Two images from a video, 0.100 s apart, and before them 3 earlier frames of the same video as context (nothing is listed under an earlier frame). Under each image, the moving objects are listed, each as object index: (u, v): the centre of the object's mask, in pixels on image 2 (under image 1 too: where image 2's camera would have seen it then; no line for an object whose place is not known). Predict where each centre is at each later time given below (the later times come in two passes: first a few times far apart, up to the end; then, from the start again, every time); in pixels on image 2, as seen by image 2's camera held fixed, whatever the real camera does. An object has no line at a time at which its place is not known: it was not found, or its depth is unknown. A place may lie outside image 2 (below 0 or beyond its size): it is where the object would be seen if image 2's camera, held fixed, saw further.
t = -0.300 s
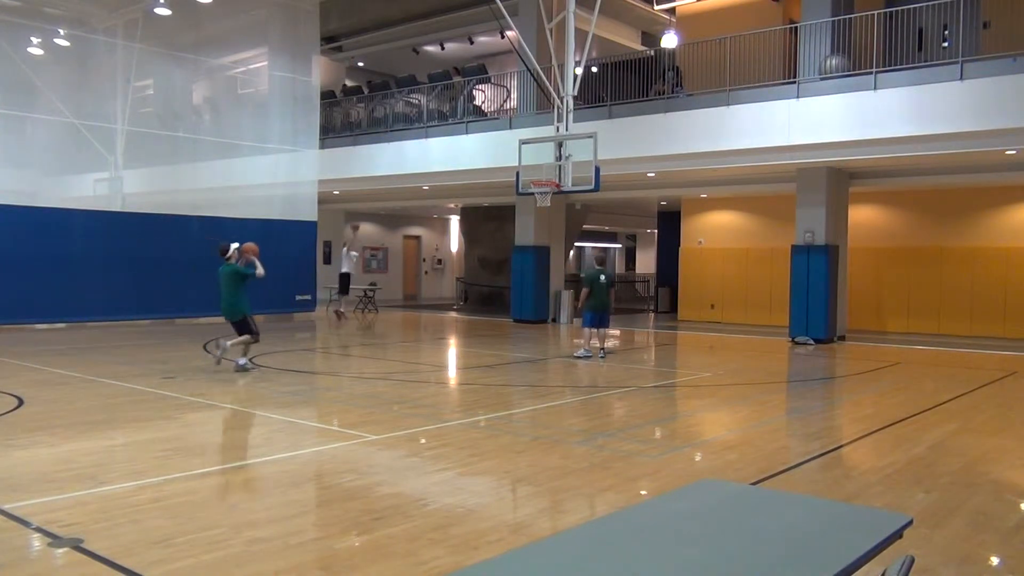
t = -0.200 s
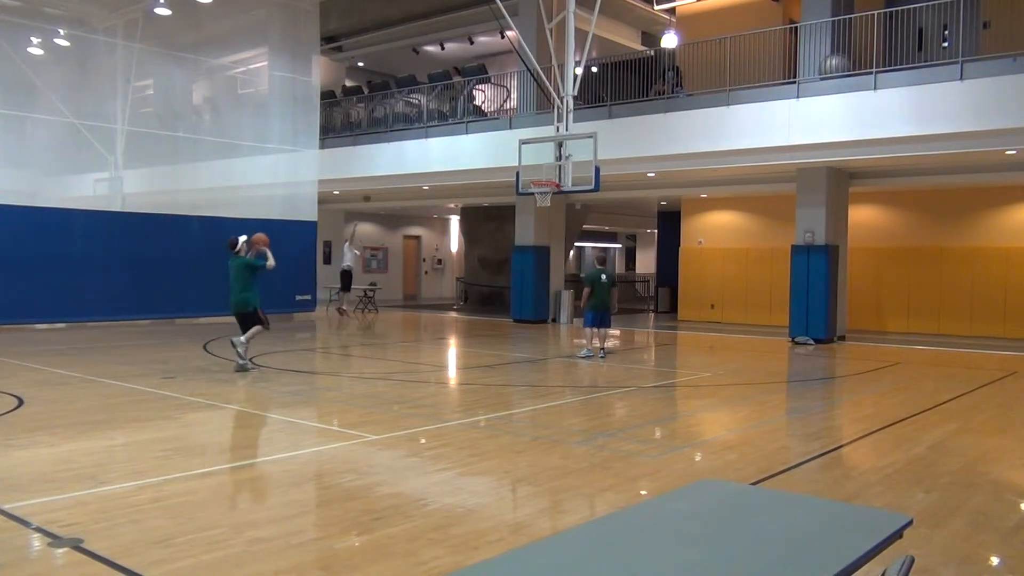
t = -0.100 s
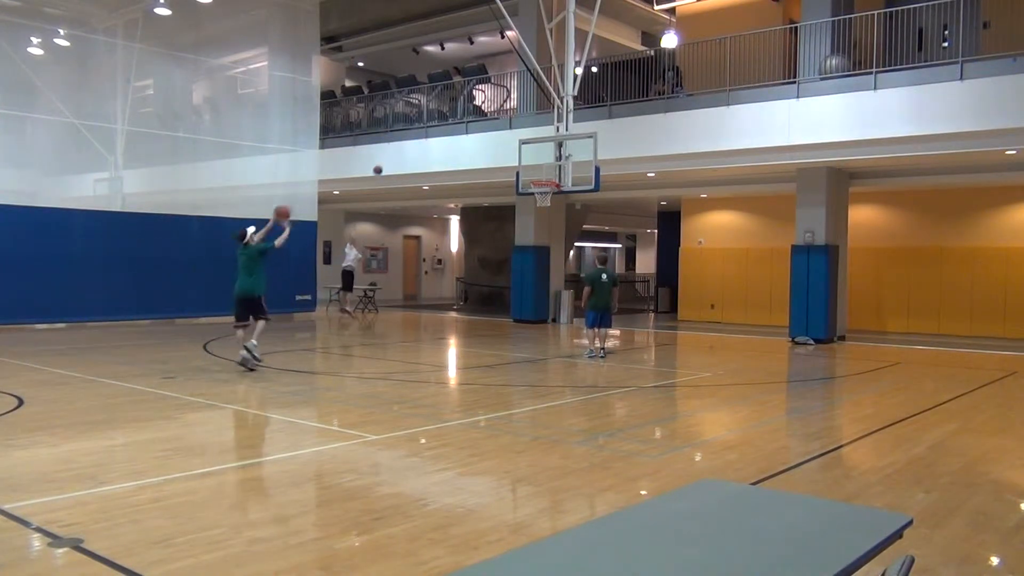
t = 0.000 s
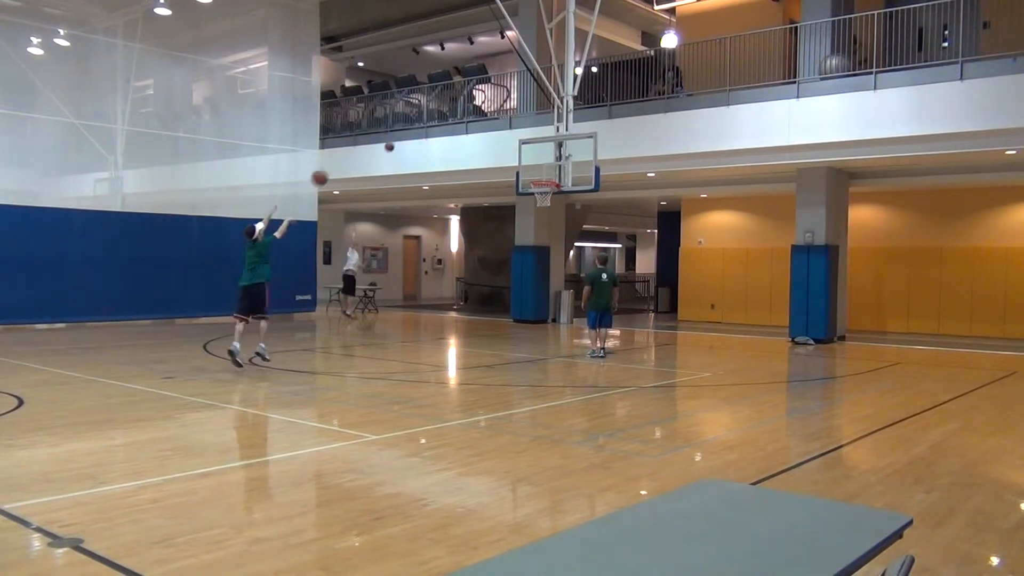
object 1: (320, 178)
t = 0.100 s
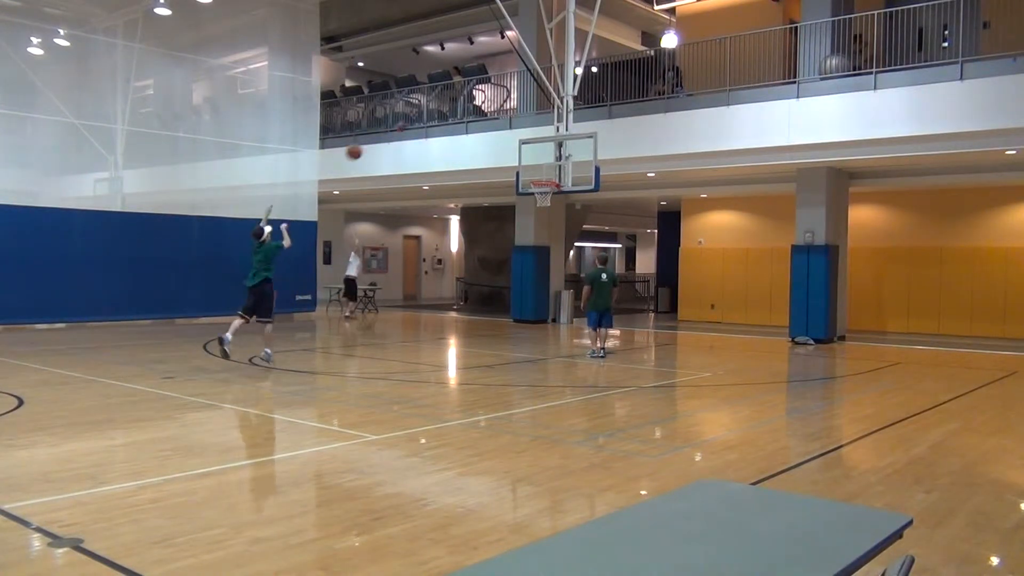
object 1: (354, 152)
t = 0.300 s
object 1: (415, 125)
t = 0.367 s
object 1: (432, 122)
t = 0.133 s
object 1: (365, 144)
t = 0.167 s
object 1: (376, 139)
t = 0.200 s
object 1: (386, 134)
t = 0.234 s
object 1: (395, 130)
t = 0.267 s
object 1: (406, 127)
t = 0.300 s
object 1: (415, 125)
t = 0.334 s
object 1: (425, 123)
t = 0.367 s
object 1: (432, 122)
